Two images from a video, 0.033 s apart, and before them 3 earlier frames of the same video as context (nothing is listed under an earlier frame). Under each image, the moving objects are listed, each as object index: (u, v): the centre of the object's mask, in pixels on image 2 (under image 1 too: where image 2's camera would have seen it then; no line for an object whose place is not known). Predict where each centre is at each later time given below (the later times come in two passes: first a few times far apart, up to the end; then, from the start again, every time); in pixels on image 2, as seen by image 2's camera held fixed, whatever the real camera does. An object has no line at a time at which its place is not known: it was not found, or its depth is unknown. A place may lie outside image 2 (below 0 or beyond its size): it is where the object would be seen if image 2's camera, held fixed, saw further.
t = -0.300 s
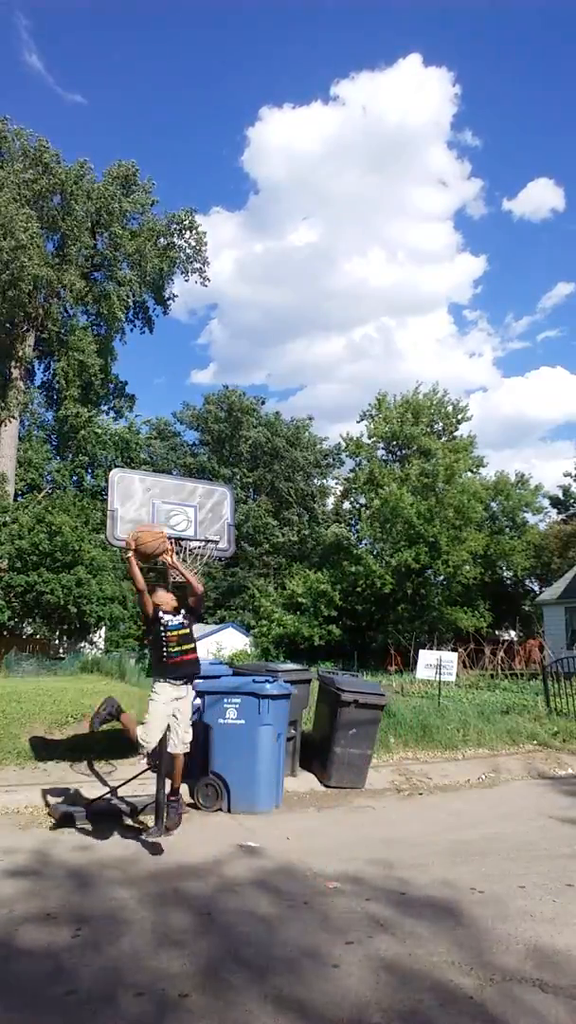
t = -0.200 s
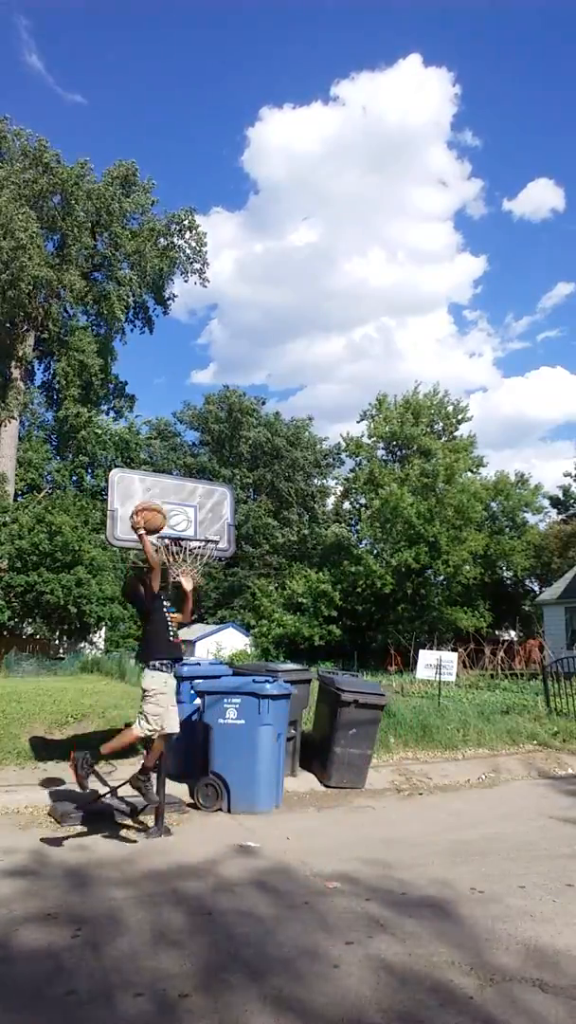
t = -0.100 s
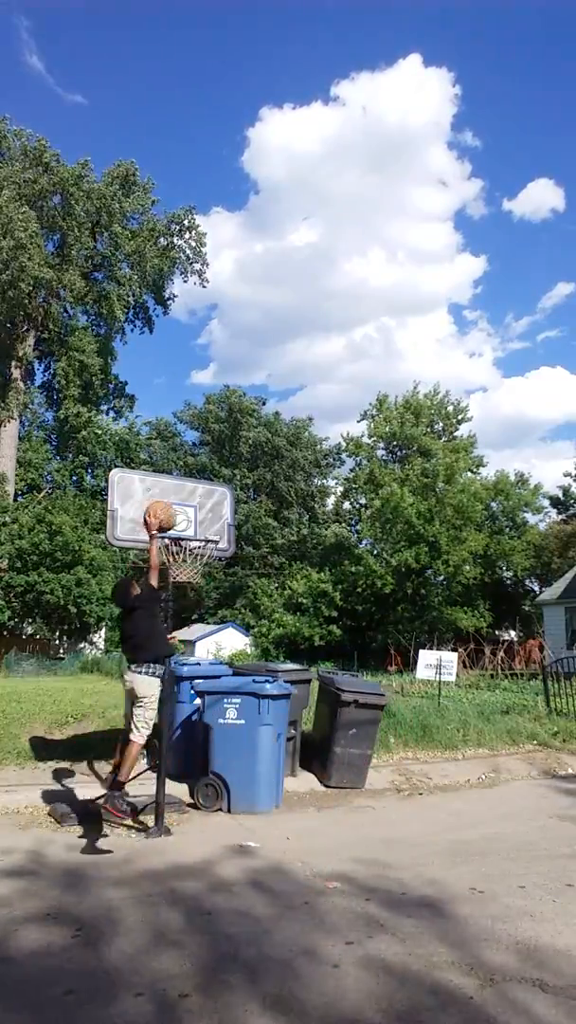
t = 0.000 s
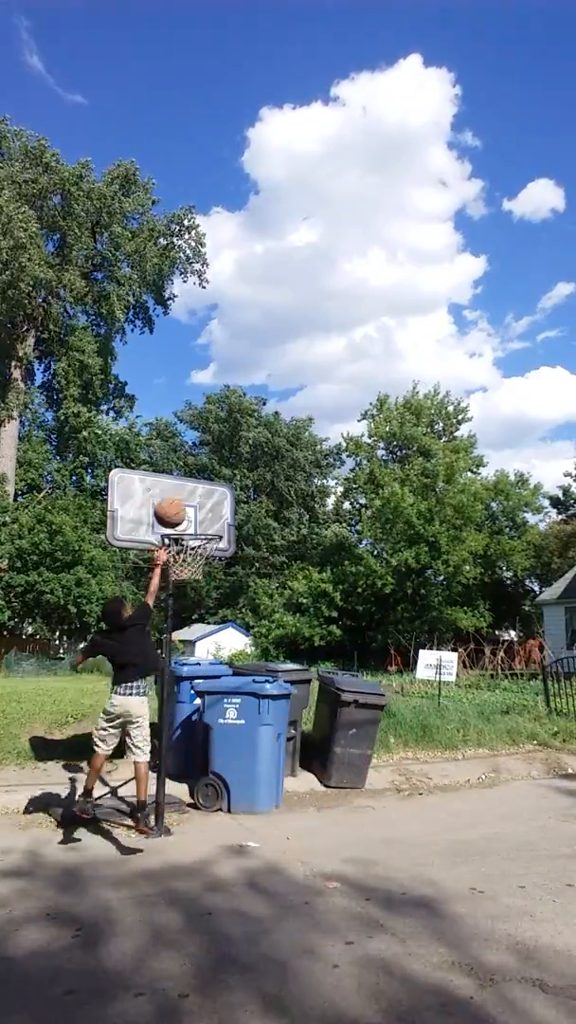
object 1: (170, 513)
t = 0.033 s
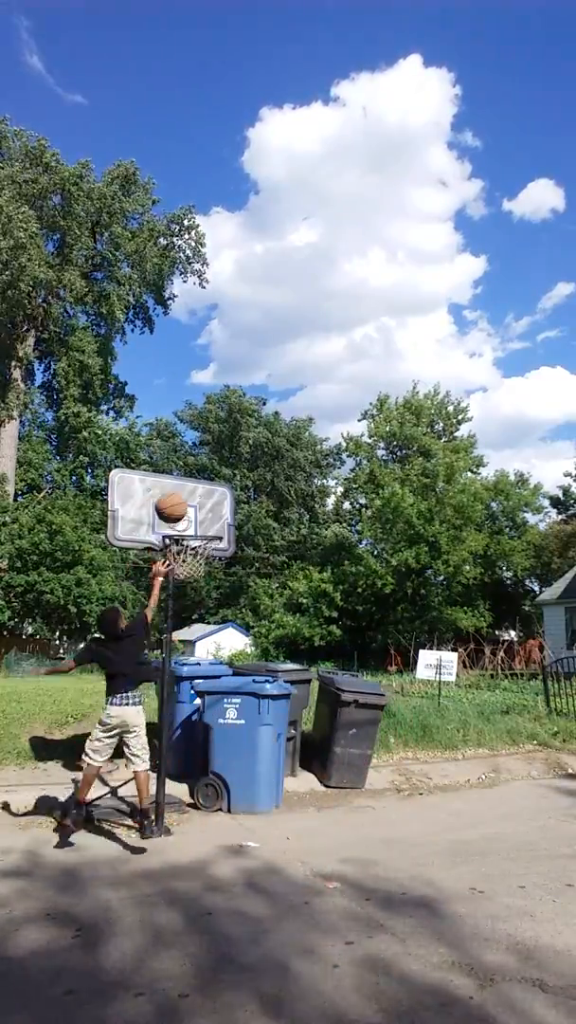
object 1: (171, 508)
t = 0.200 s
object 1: (176, 504)
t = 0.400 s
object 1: (178, 526)
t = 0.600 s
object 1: (173, 565)
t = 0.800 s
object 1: (164, 666)
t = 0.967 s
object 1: (153, 806)
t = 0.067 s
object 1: (172, 504)
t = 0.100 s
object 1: (173, 502)
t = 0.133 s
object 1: (173, 502)
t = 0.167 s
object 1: (175, 502)
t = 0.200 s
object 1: (176, 504)
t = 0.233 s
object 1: (177, 507)
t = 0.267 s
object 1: (178, 511)
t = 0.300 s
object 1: (178, 518)
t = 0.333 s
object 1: (178, 524)
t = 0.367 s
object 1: (178, 526)
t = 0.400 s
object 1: (178, 526)
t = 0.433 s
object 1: (177, 529)
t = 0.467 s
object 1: (176, 535)
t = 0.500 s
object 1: (175, 540)
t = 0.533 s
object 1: (174, 547)
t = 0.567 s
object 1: (173, 555)
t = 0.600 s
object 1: (173, 565)
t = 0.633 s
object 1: (172, 577)
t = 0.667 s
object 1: (170, 591)
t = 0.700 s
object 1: (169, 606)
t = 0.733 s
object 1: (167, 624)
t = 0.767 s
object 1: (165, 644)
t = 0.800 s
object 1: (164, 666)
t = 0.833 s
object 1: (162, 690)
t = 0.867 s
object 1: (160, 715)
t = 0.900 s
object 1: (158, 743)
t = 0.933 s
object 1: (155, 773)
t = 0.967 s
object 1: (153, 806)
